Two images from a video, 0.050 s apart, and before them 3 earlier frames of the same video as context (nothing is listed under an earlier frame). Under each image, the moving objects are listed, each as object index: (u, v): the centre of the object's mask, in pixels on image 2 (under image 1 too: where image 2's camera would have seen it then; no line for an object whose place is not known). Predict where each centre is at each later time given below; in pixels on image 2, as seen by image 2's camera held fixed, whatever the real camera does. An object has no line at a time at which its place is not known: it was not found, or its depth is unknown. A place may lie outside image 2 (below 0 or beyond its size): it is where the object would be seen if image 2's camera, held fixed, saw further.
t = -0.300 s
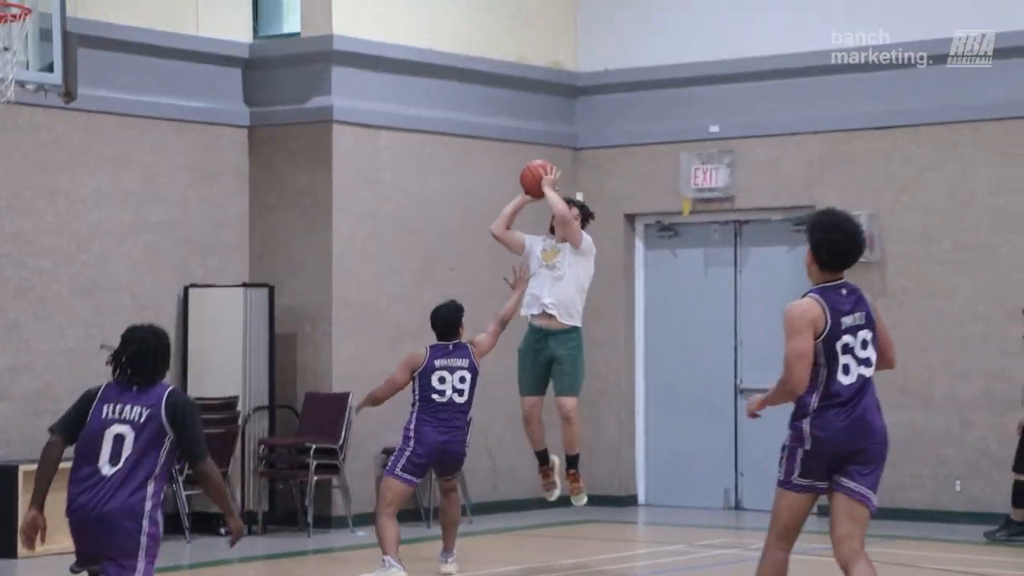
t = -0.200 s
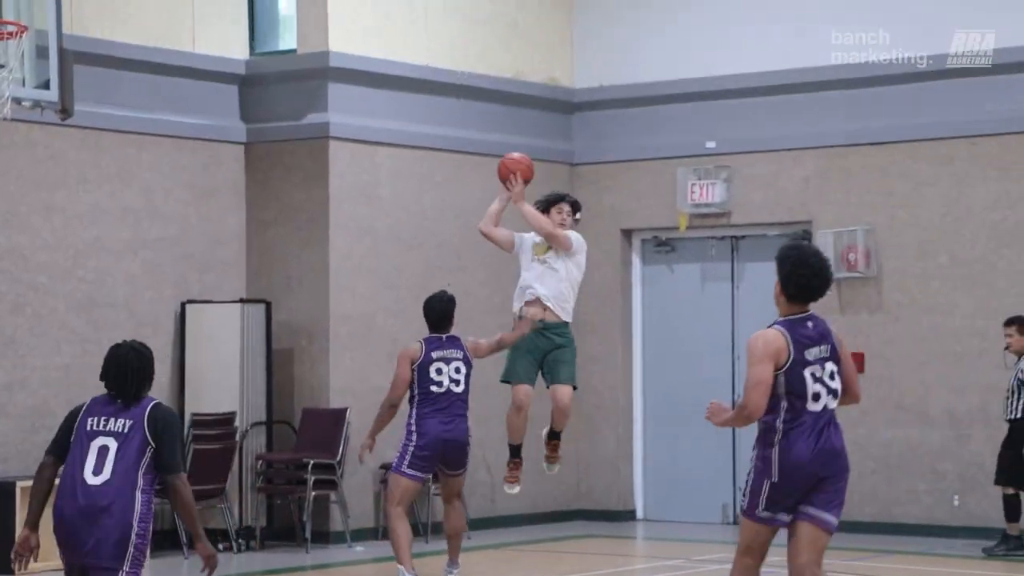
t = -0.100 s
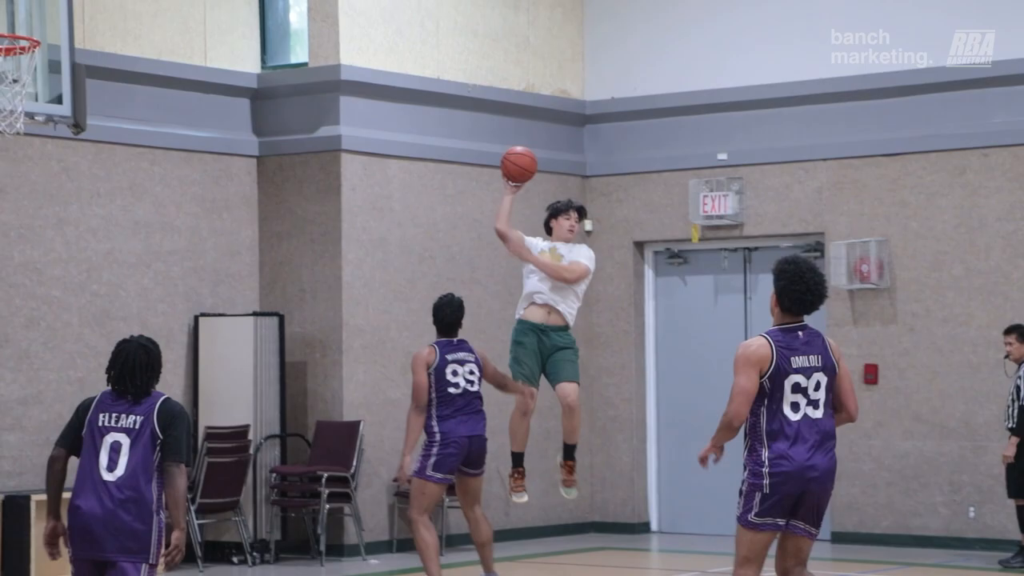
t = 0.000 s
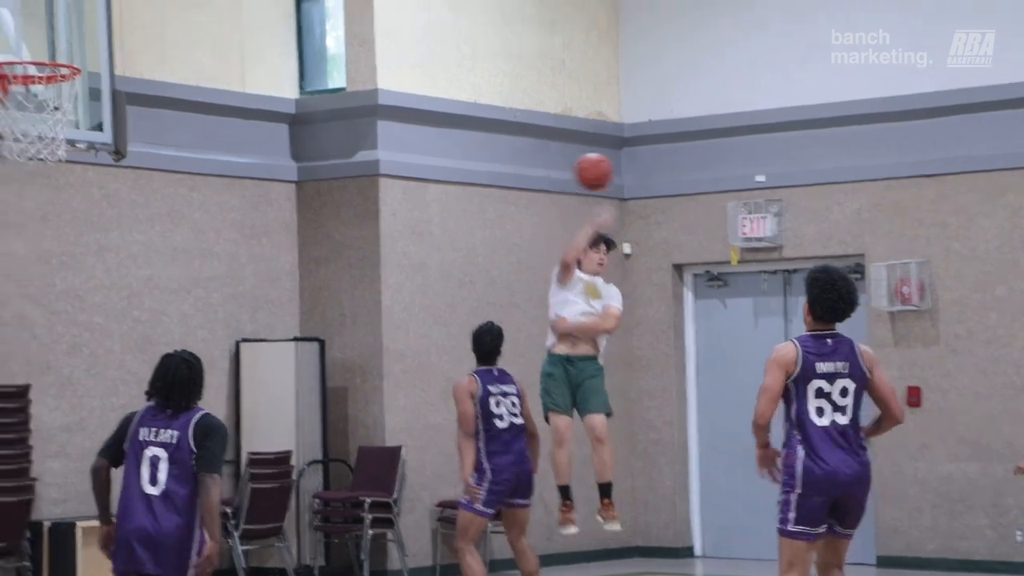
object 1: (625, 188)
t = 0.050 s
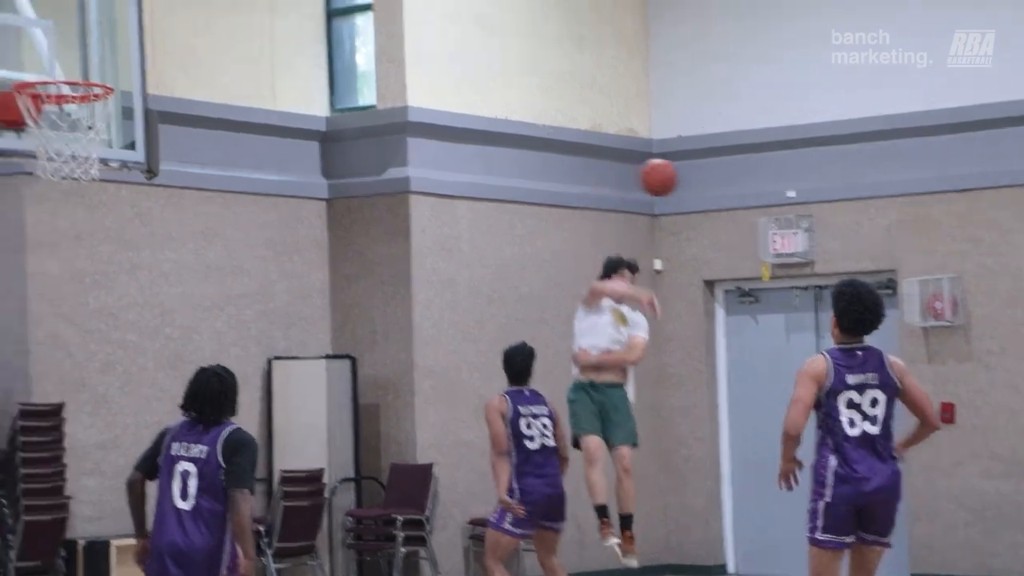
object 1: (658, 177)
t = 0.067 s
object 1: (670, 174)
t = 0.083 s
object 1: (682, 172)
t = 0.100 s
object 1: (694, 171)
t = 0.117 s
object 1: (708, 170)
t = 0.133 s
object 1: (720, 169)
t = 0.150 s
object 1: (733, 169)
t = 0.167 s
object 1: (746, 170)
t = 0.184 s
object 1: (760, 170)
